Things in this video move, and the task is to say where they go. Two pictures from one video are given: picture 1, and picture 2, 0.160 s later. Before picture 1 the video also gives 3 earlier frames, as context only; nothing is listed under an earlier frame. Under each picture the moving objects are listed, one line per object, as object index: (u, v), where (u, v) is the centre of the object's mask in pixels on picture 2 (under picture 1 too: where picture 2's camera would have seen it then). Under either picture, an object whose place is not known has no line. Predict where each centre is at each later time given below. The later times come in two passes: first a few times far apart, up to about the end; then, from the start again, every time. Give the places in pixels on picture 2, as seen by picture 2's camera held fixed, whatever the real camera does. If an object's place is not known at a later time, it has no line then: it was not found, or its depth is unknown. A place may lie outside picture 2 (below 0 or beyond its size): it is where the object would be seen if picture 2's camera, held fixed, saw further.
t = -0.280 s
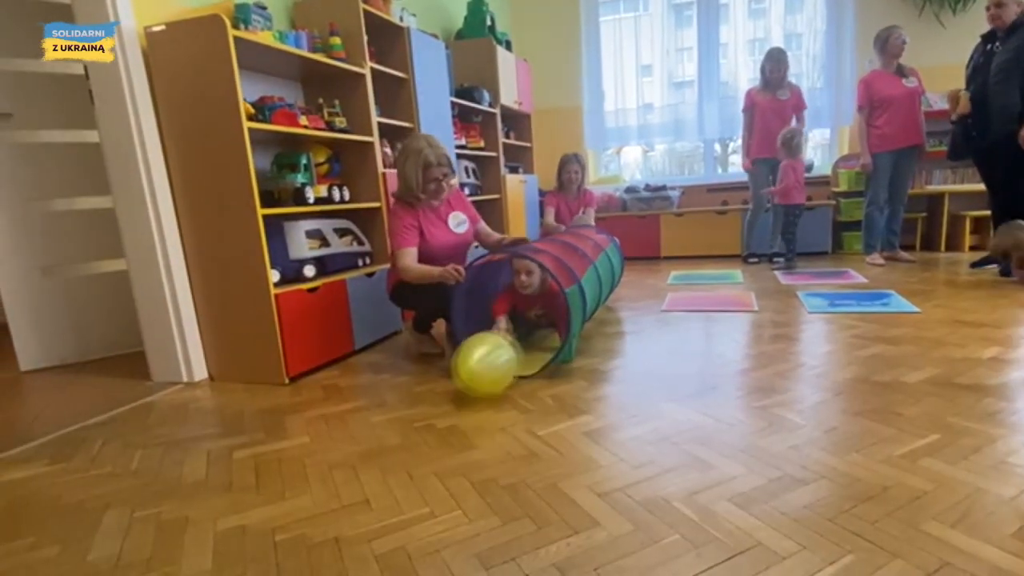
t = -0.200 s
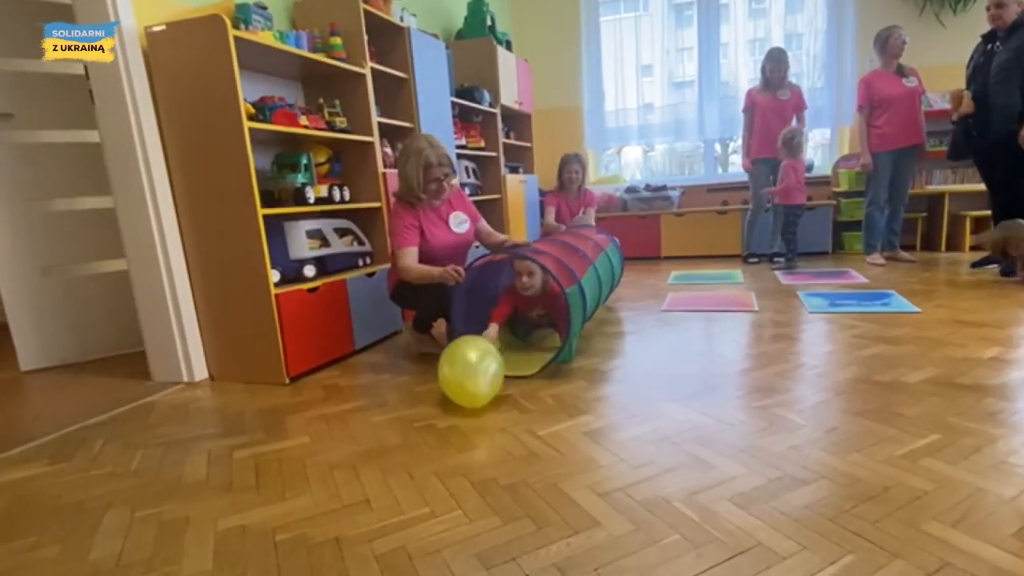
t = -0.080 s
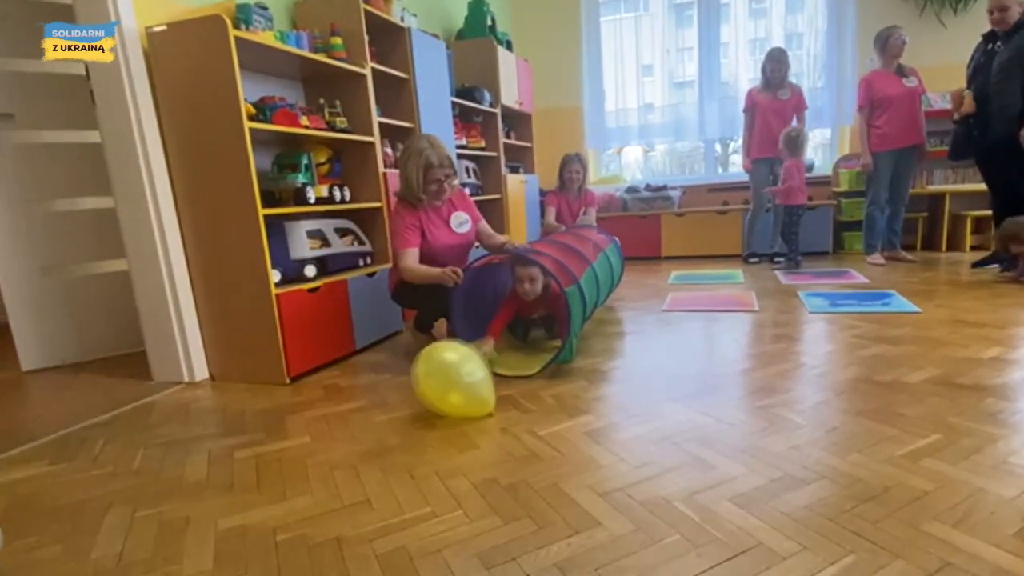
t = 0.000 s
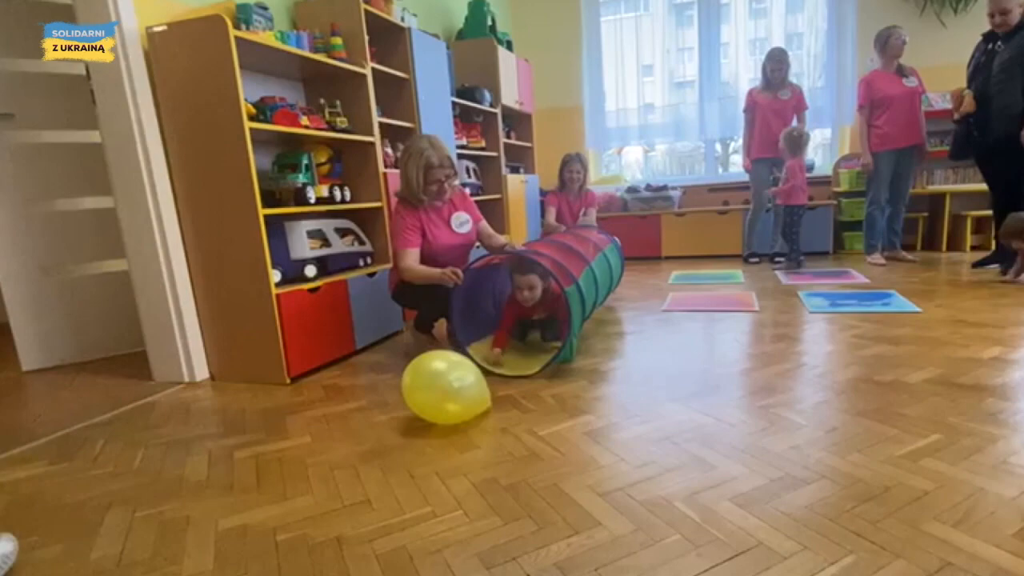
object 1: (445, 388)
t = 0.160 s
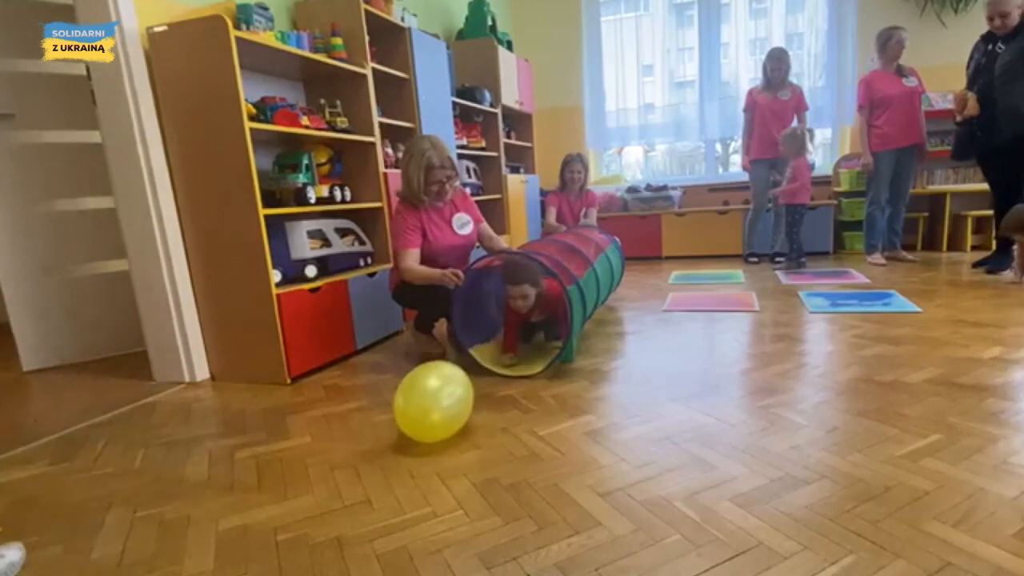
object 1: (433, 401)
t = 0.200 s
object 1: (432, 403)
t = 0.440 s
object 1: (424, 407)
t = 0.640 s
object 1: (412, 414)
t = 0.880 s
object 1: (391, 433)
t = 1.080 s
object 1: (361, 453)
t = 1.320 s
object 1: (337, 472)
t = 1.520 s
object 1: (335, 502)
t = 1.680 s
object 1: (335, 513)
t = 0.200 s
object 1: (432, 403)
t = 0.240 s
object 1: (431, 404)
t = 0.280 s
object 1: (430, 405)
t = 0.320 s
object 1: (429, 405)
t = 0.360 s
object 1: (427, 406)
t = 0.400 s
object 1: (426, 406)
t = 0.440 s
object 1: (424, 407)
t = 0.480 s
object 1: (422, 408)
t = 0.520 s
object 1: (420, 409)
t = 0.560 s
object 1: (417, 410)
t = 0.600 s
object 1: (415, 412)
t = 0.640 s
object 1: (412, 414)
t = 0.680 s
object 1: (410, 416)
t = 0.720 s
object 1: (406, 419)
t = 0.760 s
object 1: (402, 422)
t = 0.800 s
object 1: (399, 425)
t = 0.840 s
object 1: (395, 429)
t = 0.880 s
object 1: (391, 433)
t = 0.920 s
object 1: (384, 438)
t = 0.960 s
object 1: (378, 443)
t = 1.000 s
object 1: (372, 447)
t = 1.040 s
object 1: (366, 450)
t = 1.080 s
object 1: (361, 453)
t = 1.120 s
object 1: (354, 455)
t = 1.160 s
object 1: (349, 456)
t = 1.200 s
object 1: (344, 459)
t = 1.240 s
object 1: (341, 462)
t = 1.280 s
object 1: (339, 466)
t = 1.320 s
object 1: (337, 472)
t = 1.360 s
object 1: (336, 480)
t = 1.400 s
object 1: (335, 486)
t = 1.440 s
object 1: (335, 491)
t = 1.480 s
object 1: (335, 496)
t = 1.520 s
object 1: (335, 502)
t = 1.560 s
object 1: (335, 506)
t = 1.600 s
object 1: (335, 509)
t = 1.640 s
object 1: (335, 512)
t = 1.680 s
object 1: (335, 513)
